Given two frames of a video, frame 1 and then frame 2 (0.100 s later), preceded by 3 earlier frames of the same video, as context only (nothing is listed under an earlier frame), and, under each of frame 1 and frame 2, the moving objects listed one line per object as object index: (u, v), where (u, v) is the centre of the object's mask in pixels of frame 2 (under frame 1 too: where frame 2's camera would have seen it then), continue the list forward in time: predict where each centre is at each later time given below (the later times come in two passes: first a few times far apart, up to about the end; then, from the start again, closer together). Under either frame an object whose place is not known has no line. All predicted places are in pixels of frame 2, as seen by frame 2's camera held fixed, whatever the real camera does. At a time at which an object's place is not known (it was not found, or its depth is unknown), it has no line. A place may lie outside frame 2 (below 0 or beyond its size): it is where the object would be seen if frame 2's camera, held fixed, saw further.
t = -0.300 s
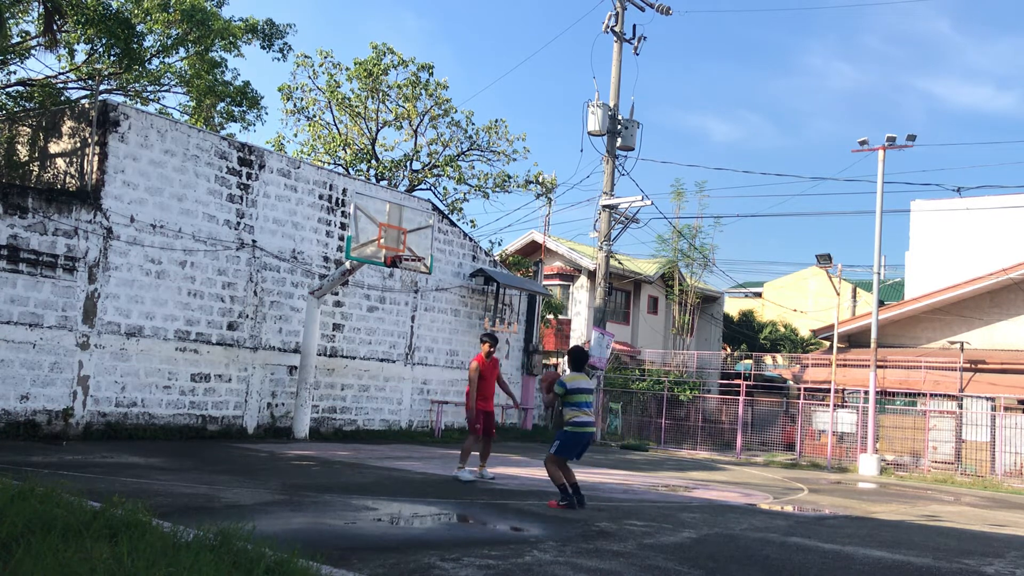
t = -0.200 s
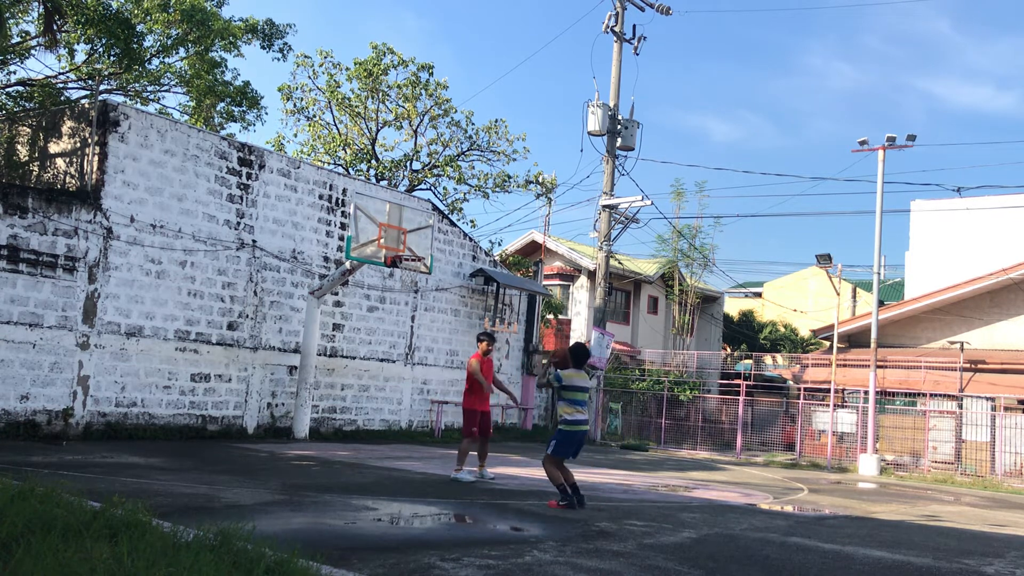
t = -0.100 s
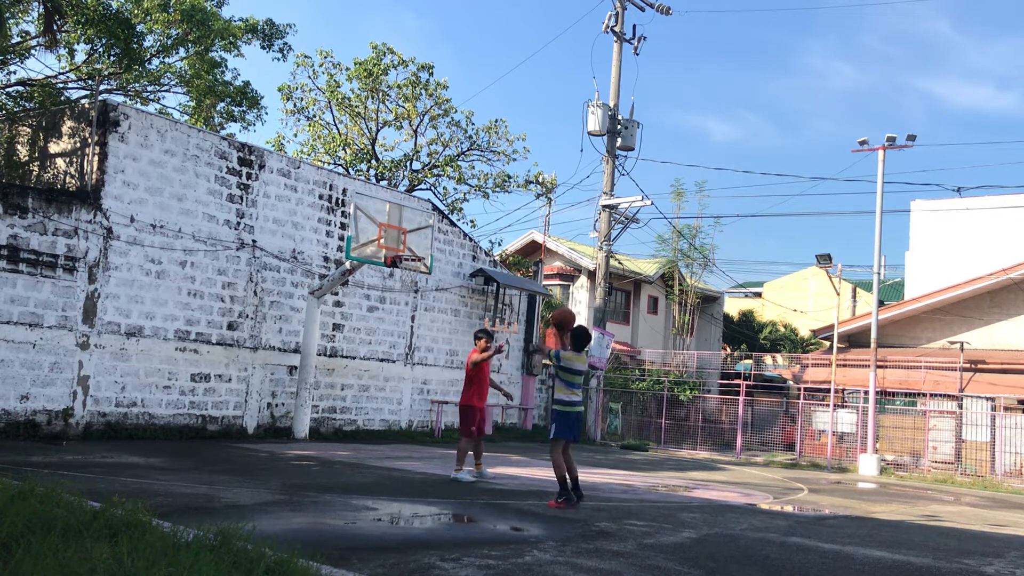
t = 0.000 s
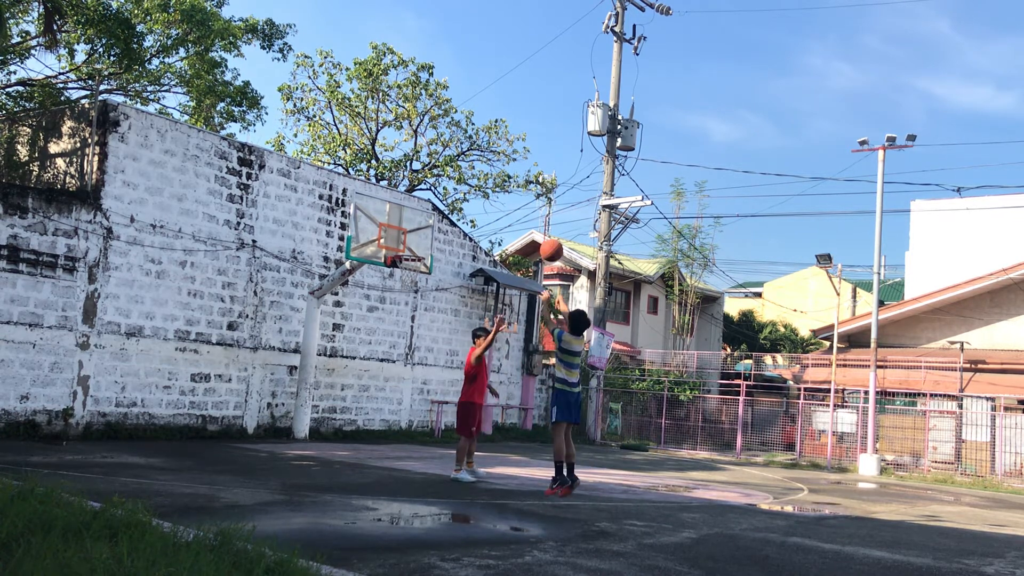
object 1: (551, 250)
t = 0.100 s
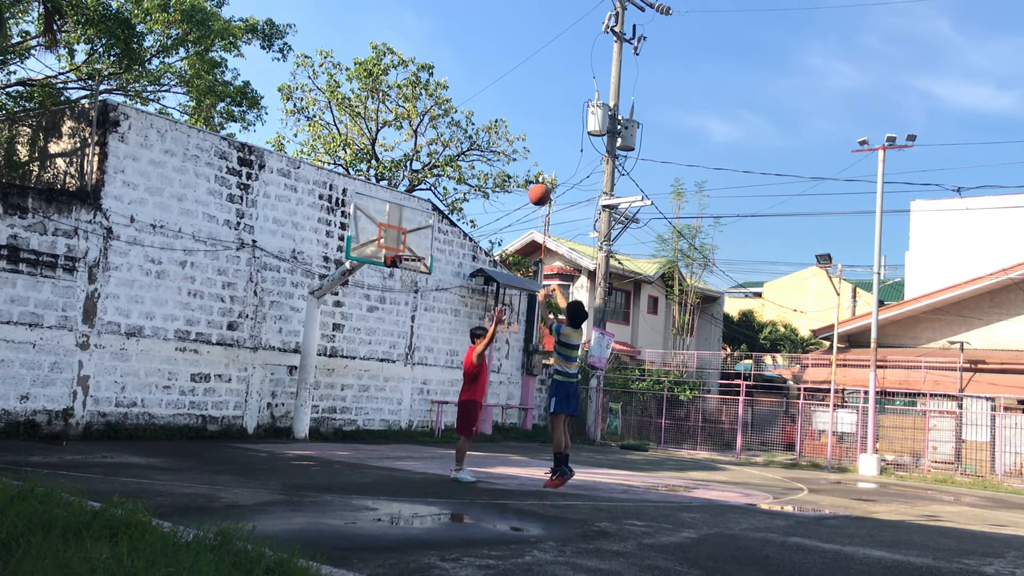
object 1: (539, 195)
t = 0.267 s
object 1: (518, 131)
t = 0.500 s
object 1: (491, 91)
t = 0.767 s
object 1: (460, 99)
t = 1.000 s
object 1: (435, 143)
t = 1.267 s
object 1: (407, 226)
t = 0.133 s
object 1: (534, 179)
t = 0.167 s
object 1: (530, 165)
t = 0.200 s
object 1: (526, 153)
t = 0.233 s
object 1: (522, 141)
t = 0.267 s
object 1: (518, 131)
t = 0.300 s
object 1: (514, 122)
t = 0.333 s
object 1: (510, 114)
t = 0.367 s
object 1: (507, 108)
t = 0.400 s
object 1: (503, 102)
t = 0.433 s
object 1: (499, 98)
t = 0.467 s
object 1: (495, 94)
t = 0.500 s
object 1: (491, 91)
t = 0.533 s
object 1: (487, 89)
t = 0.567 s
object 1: (483, 88)
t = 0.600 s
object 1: (479, 88)
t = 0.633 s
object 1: (475, 89)
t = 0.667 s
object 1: (471, 90)
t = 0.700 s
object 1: (468, 92)
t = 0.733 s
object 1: (464, 95)
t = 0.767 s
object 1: (460, 99)
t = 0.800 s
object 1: (457, 103)
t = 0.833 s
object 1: (453, 108)
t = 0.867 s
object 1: (449, 114)
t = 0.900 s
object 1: (445, 120)
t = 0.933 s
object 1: (442, 127)
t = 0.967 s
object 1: (438, 135)
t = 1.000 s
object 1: (435, 143)
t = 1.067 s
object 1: (427, 161)
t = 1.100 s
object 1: (424, 170)
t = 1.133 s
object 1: (420, 180)
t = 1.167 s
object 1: (417, 191)
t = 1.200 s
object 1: (414, 203)
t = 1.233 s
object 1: (410, 214)
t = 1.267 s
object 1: (407, 226)
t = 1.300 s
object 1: (403, 239)
